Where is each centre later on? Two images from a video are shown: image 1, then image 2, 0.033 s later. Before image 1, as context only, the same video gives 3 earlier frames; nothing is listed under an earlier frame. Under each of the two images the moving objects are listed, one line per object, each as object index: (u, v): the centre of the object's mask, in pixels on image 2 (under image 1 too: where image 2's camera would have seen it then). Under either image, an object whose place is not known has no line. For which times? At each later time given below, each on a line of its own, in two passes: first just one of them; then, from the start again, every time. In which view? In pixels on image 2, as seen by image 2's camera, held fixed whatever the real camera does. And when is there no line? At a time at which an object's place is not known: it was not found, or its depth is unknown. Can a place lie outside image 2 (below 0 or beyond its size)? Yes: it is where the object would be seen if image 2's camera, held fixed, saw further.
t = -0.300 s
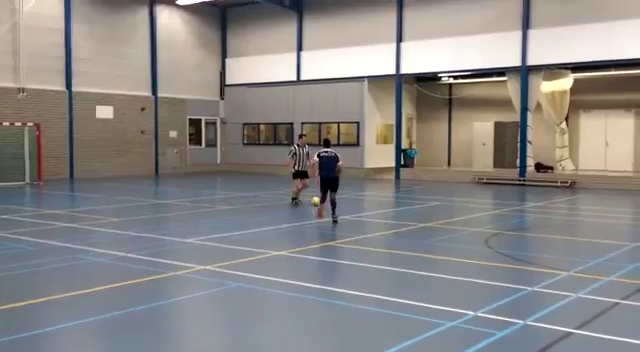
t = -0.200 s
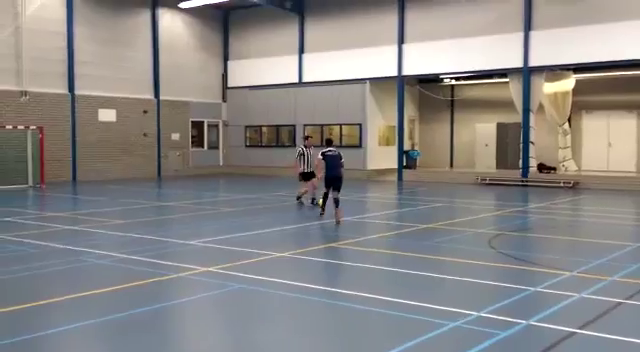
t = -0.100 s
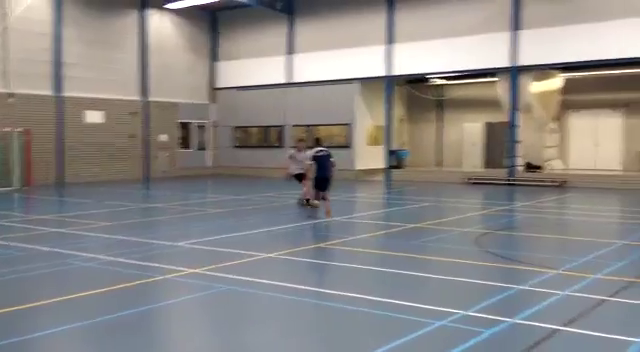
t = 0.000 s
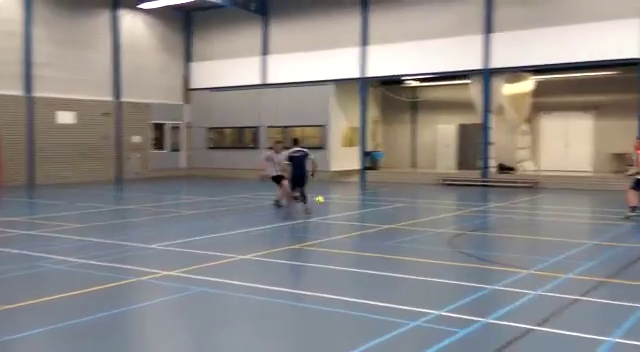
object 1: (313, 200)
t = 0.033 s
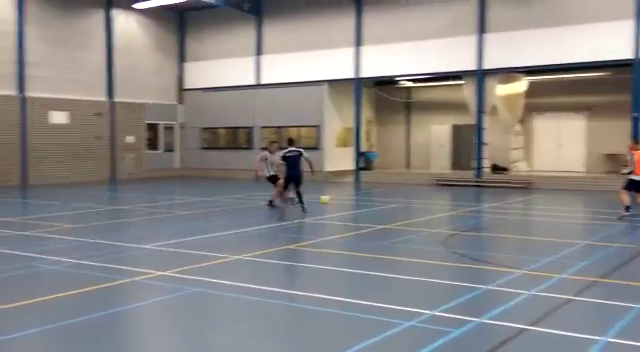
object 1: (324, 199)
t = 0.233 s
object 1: (403, 207)
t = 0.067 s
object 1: (337, 199)
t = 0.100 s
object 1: (349, 200)
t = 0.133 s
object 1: (362, 201)
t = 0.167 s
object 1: (374, 202)
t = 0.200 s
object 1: (387, 203)
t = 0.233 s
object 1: (403, 207)
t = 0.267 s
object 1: (417, 211)
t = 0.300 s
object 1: (431, 214)
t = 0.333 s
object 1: (449, 220)
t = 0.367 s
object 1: (466, 226)
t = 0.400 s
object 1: (476, 229)
